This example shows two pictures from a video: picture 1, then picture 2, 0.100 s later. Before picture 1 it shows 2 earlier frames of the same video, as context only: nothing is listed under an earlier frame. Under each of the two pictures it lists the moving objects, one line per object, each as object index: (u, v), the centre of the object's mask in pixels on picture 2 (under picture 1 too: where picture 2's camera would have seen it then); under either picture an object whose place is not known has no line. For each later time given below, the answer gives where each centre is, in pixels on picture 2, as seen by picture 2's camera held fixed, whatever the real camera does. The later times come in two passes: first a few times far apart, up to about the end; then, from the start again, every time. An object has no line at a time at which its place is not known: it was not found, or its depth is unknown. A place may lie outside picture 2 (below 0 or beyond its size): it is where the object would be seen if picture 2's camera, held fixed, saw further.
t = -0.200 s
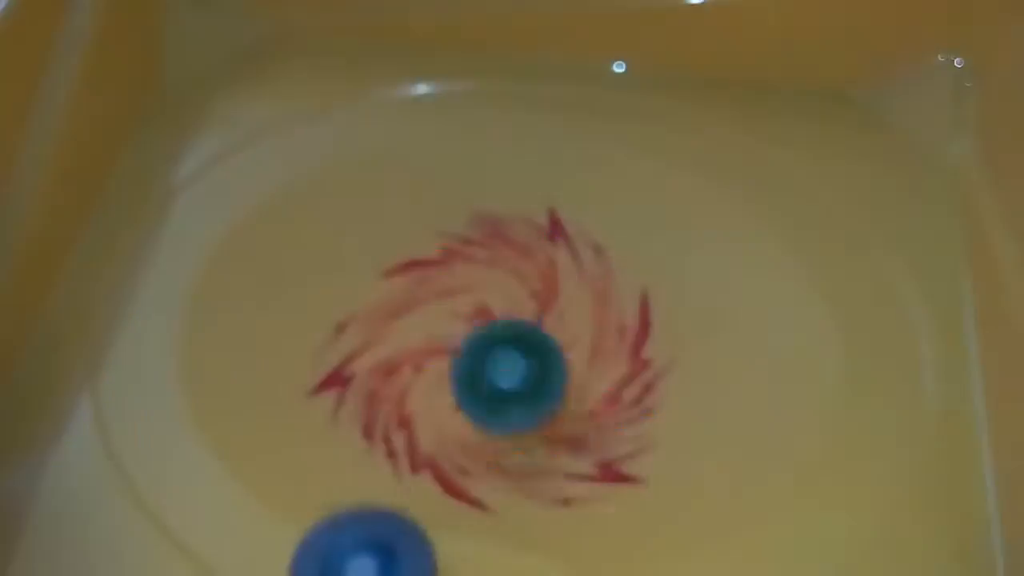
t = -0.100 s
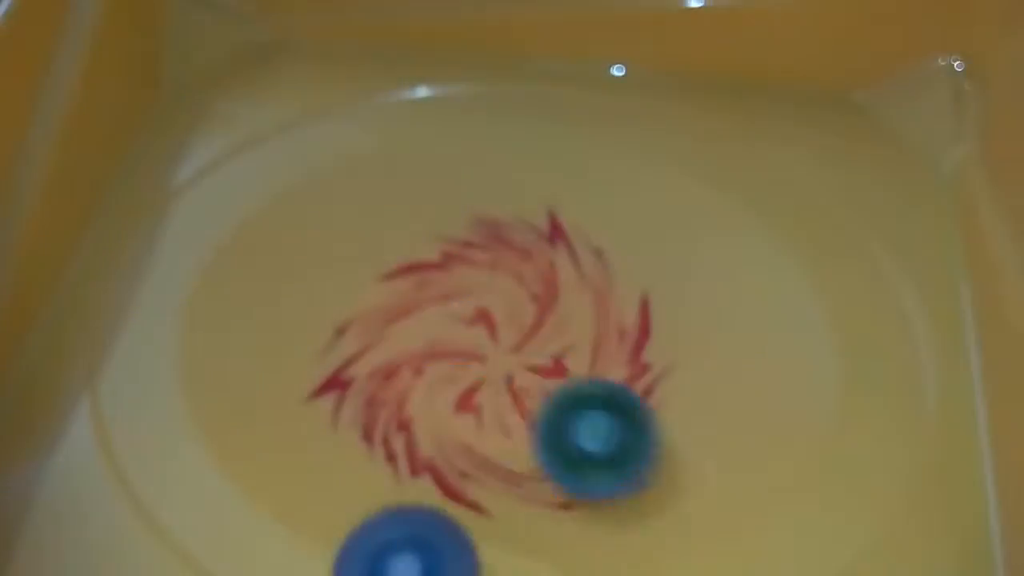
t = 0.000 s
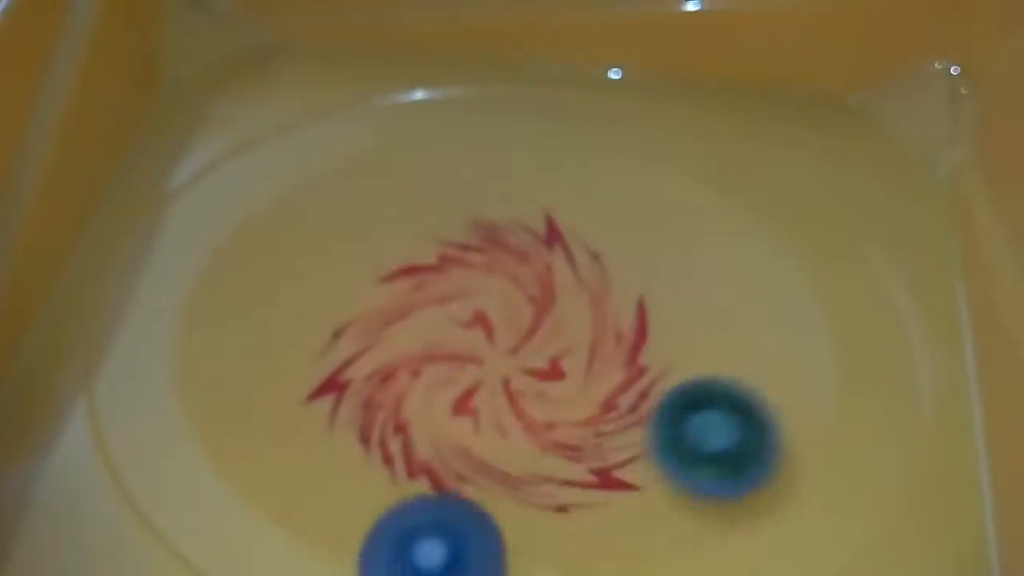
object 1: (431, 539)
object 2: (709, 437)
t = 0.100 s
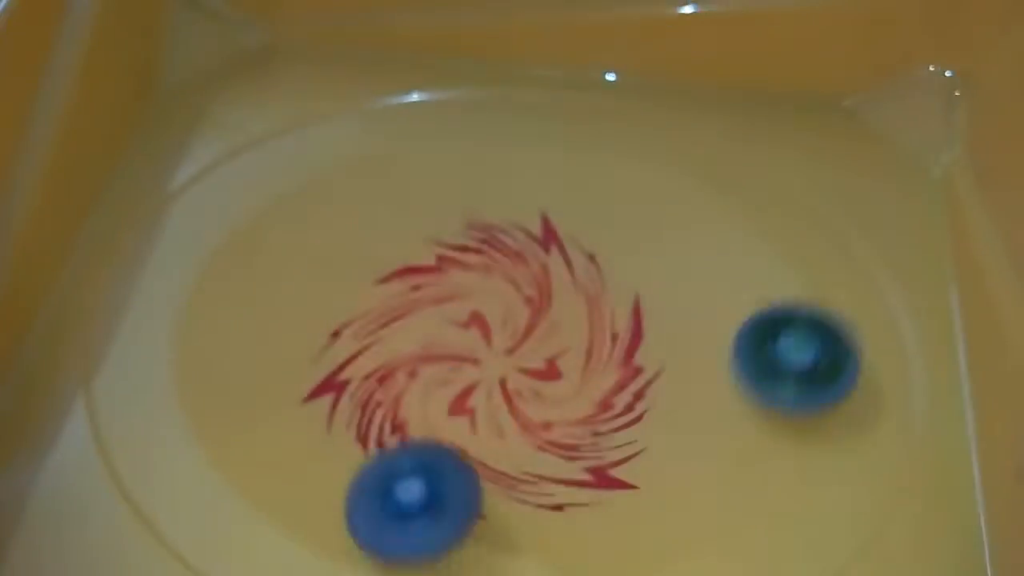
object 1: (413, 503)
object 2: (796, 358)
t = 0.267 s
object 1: (427, 367)
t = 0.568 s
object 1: (509, 298)
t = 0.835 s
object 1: (527, 270)
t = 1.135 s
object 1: (521, 257)
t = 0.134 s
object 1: (404, 481)
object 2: (803, 321)
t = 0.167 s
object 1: (398, 453)
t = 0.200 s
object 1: (401, 423)
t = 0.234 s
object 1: (412, 393)
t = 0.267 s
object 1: (427, 367)
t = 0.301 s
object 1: (445, 343)
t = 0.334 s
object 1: (461, 320)
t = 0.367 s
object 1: (476, 299)
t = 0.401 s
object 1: (482, 303)
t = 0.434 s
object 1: (488, 310)
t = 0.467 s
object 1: (494, 311)
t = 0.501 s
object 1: (500, 308)
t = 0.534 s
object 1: (504, 302)
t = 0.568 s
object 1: (509, 298)
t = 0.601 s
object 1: (512, 293)
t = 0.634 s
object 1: (515, 289)
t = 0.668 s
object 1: (519, 285)
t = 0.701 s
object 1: (521, 281)
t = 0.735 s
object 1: (523, 278)
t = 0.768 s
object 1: (525, 275)
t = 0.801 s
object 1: (526, 273)
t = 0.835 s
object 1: (527, 270)
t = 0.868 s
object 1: (527, 266)
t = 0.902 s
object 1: (527, 264)
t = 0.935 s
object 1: (527, 262)
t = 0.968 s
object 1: (527, 260)
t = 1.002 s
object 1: (526, 259)
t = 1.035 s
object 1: (525, 258)
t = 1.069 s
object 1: (523, 257)
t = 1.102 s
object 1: (522, 257)
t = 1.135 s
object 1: (521, 257)
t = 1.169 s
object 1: (519, 257)
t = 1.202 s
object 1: (517, 257)
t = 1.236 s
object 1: (514, 257)
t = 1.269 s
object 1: (512, 257)
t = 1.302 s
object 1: (510, 259)
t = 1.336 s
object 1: (509, 260)
